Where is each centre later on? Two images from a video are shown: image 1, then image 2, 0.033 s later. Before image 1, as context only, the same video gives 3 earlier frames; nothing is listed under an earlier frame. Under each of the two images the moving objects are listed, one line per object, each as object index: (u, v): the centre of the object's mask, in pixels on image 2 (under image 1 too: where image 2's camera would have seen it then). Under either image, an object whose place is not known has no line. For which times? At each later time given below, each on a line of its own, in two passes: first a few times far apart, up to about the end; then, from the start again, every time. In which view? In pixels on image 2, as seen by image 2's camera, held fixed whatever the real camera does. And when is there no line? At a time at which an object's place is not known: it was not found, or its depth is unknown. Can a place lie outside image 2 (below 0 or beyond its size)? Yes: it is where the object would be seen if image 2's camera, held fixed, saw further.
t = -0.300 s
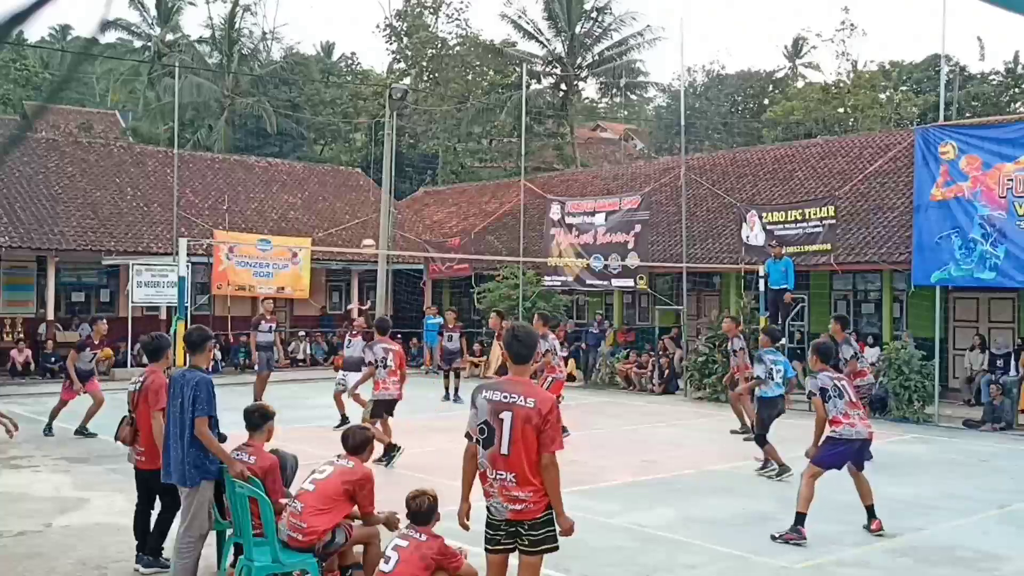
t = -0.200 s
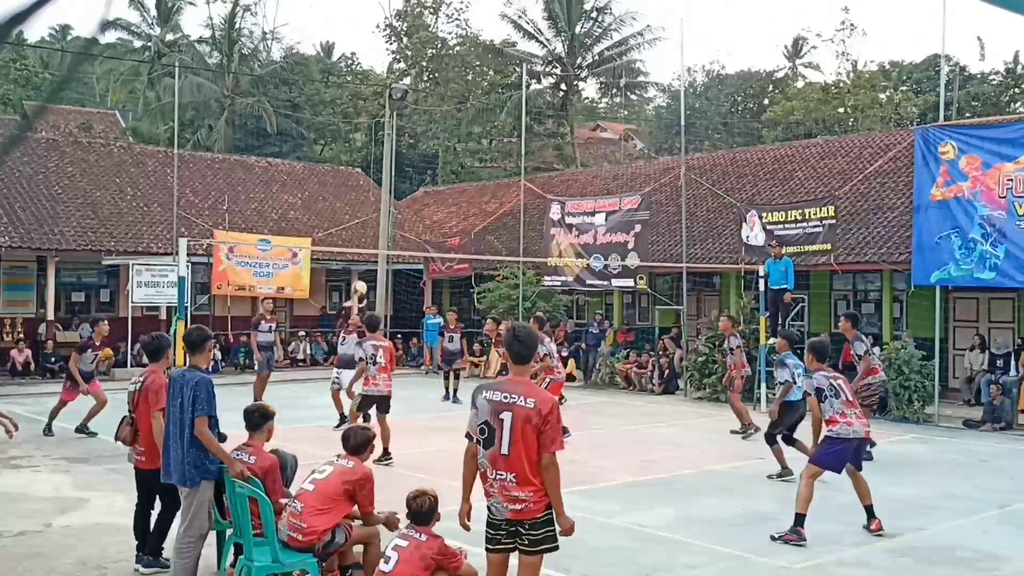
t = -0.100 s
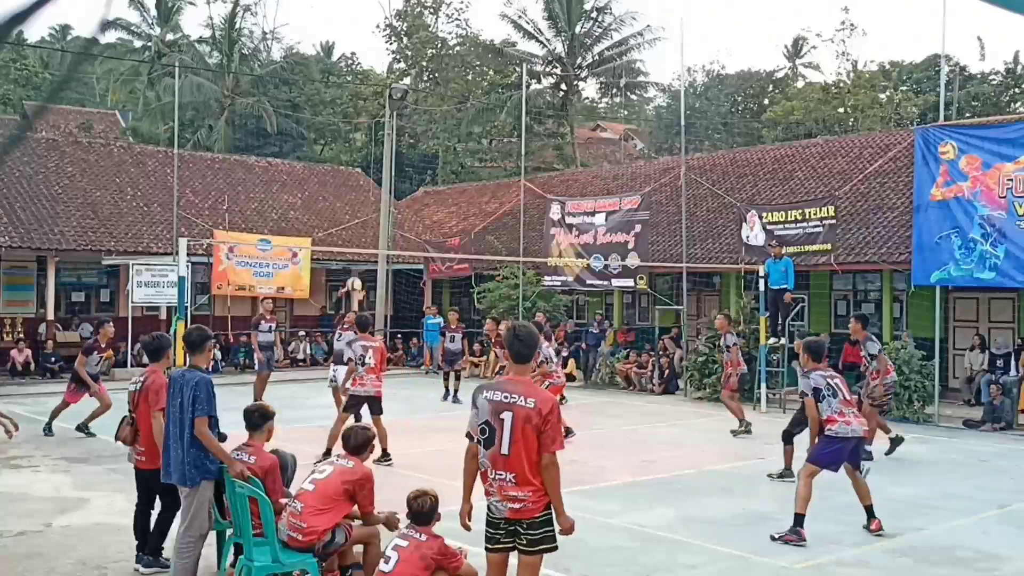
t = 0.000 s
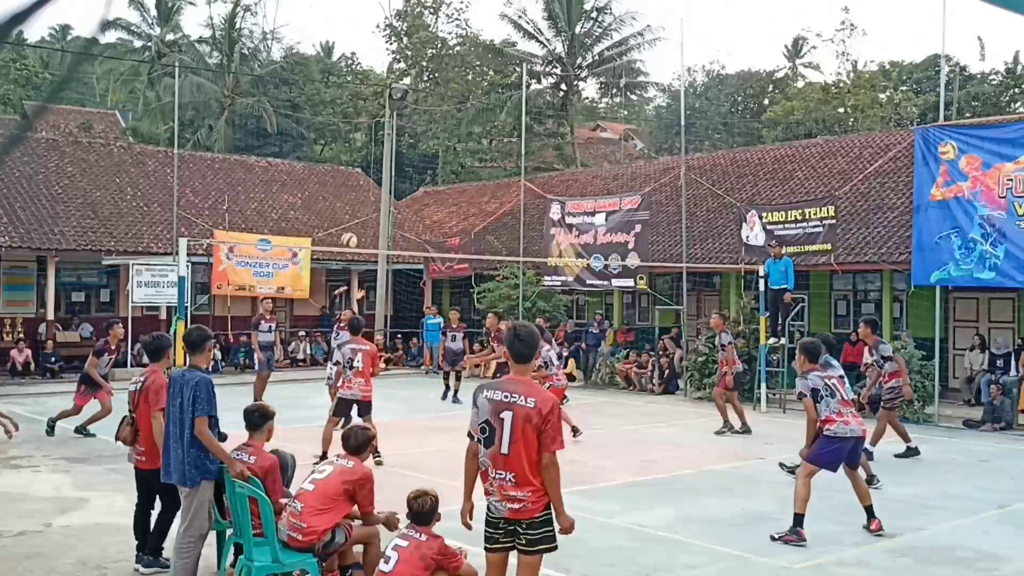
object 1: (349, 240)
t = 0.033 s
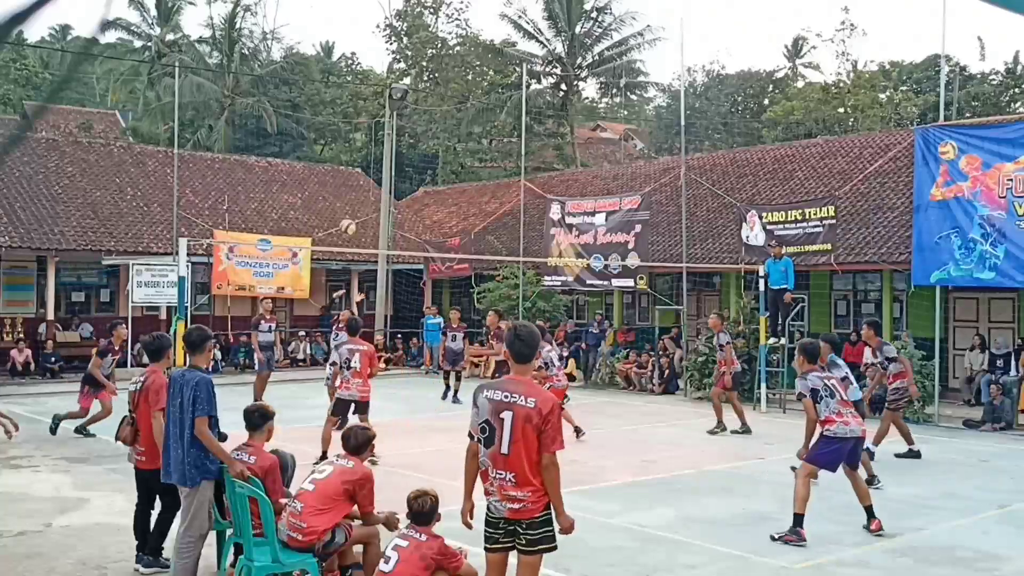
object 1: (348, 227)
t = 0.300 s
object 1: (332, 145)
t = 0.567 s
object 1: (315, 113)
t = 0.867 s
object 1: (293, 145)
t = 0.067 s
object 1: (346, 214)
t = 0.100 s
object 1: (344, 202)
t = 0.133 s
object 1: (343, 191)
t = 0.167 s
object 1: (341, 180)
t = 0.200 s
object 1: (339, 170)
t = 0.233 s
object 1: (337, 161)
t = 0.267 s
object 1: (334, 153)
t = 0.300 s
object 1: (332, 145)
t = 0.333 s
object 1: (330, 139)
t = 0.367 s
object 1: (328, 133)
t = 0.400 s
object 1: (326, 127)
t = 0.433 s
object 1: (324, 123)
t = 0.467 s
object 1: (322, 119)
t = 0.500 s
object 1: (320, 117)
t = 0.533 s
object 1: (317, 114)
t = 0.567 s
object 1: (315, 113)
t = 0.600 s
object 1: (313, 113)
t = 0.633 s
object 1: (311, 114)
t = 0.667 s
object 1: (308, 115)
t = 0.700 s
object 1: (306, 118)
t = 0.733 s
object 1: (304, 121)
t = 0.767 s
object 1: (301, 126)
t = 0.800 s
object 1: (298, 131)
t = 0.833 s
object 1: (296, 137)
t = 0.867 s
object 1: (293, 145)
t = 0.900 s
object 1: (290, 153)
